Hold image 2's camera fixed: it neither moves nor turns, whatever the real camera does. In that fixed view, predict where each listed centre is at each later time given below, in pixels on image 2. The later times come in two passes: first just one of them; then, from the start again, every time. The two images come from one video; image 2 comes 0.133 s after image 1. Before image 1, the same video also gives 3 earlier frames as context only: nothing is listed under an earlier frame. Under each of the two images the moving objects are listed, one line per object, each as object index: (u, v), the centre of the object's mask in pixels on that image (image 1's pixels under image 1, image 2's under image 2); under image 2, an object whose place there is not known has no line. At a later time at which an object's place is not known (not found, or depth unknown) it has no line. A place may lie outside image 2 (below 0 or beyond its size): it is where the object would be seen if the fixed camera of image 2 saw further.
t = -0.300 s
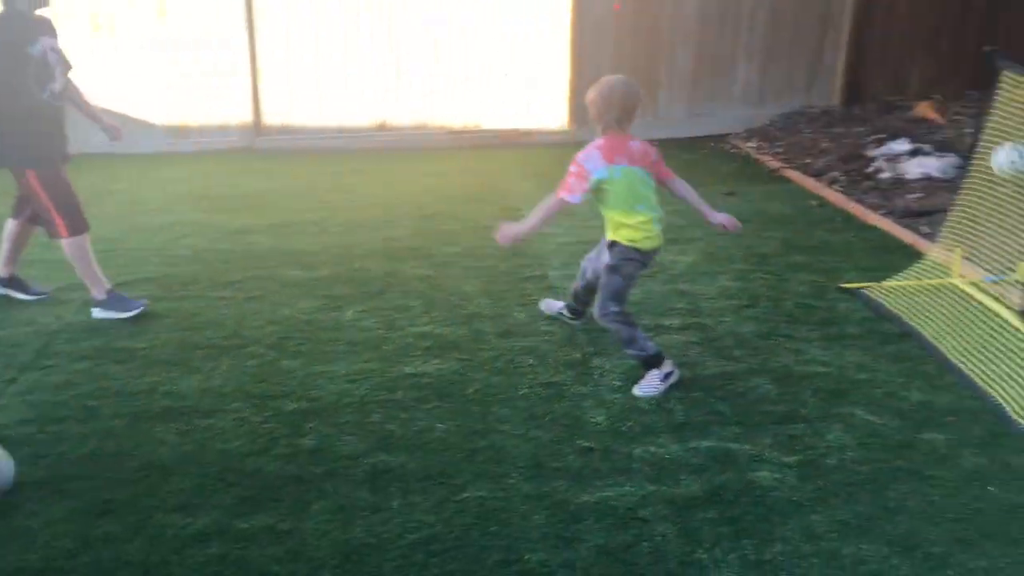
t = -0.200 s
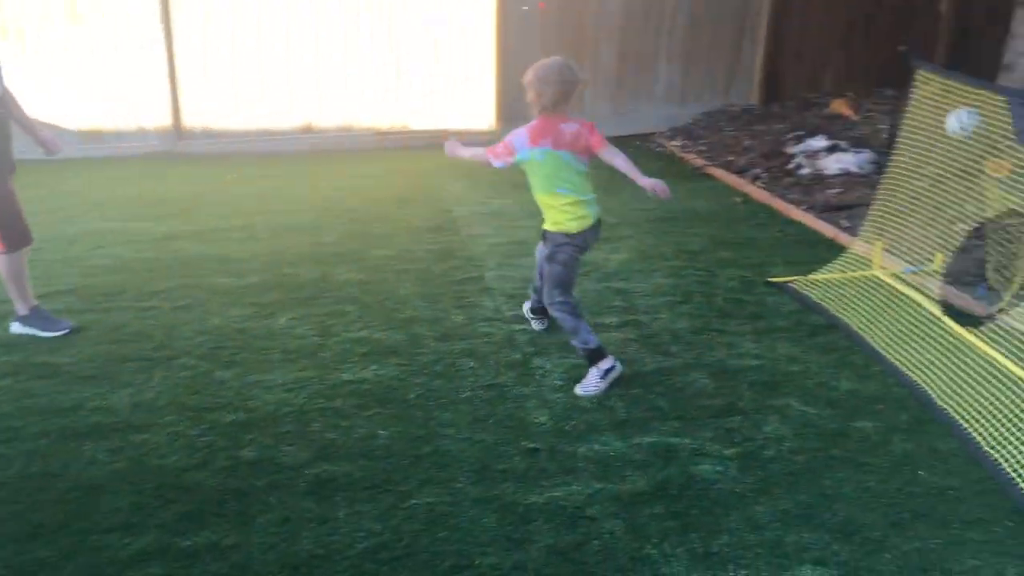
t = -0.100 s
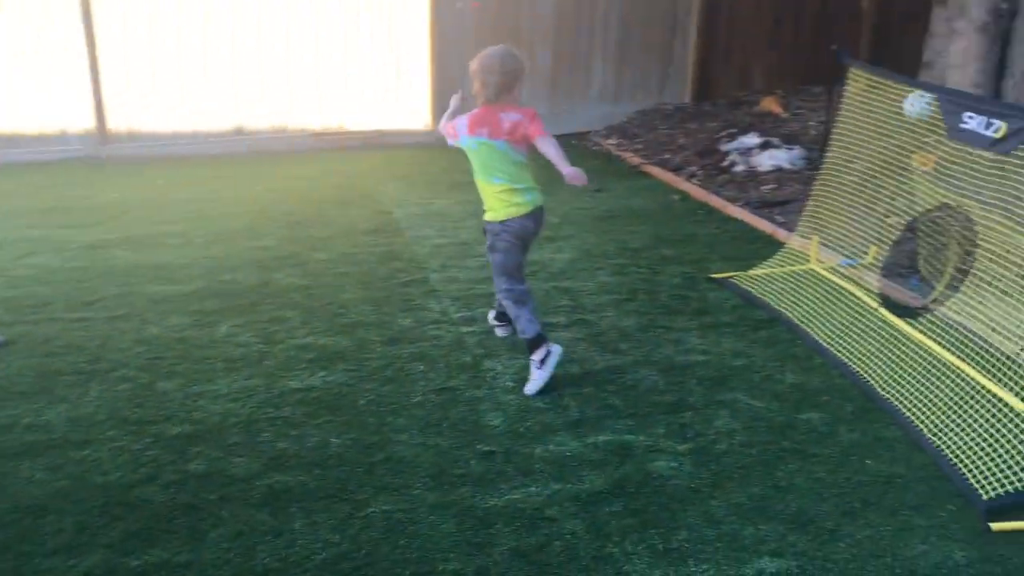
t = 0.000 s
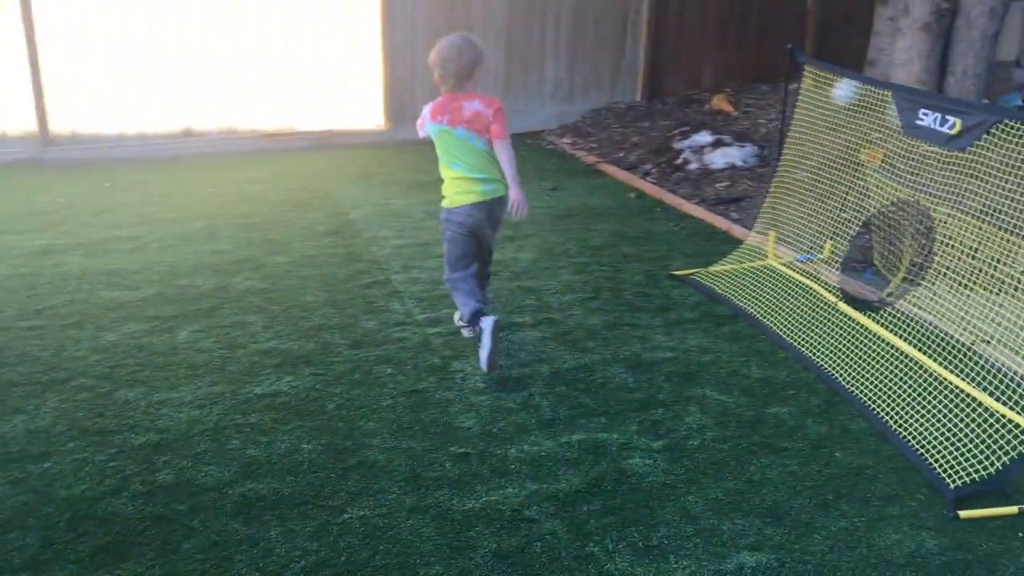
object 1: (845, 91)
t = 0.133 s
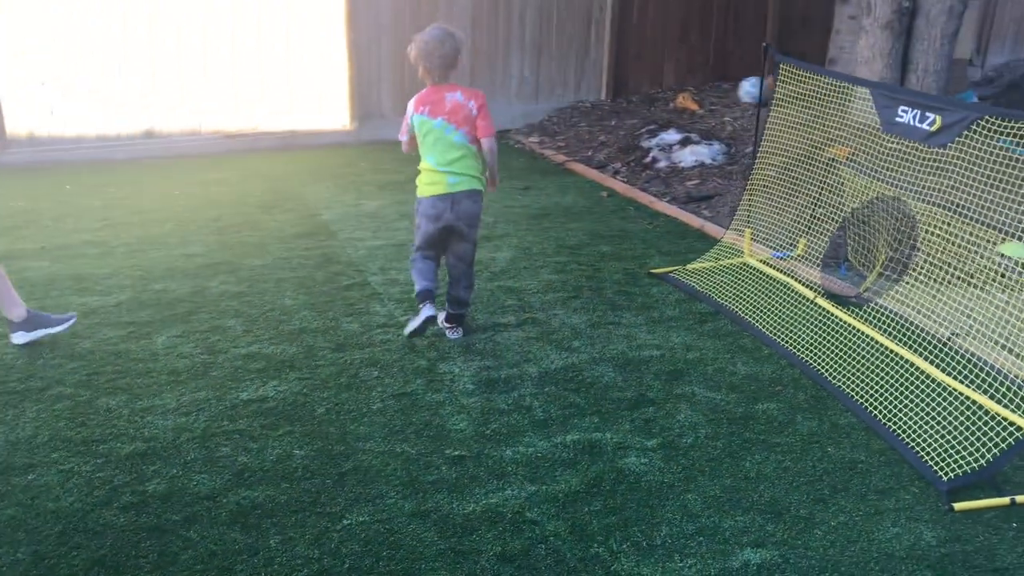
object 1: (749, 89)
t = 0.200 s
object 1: (724, 96)
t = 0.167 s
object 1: (737, 94)
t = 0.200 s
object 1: (724, 96)
